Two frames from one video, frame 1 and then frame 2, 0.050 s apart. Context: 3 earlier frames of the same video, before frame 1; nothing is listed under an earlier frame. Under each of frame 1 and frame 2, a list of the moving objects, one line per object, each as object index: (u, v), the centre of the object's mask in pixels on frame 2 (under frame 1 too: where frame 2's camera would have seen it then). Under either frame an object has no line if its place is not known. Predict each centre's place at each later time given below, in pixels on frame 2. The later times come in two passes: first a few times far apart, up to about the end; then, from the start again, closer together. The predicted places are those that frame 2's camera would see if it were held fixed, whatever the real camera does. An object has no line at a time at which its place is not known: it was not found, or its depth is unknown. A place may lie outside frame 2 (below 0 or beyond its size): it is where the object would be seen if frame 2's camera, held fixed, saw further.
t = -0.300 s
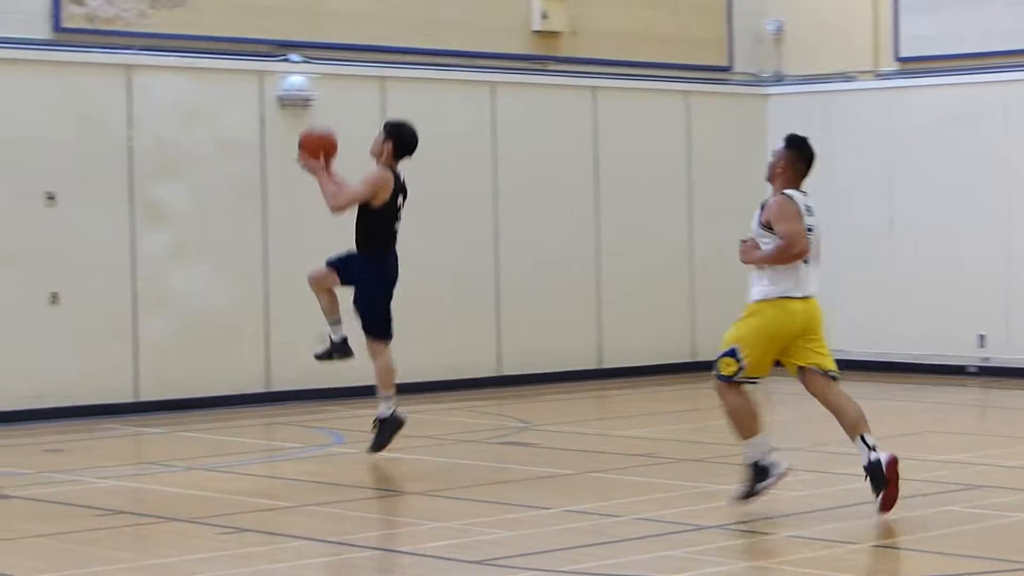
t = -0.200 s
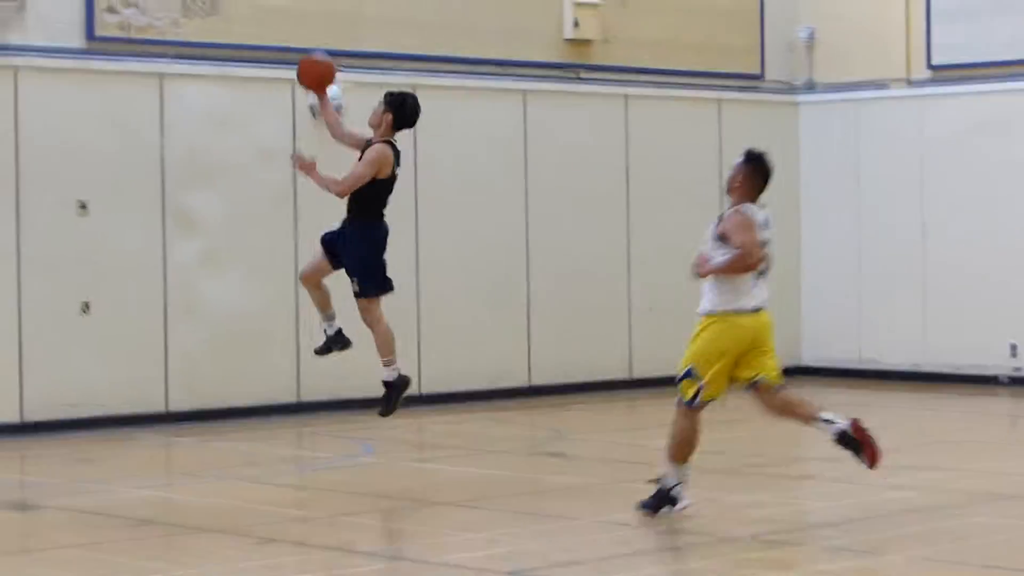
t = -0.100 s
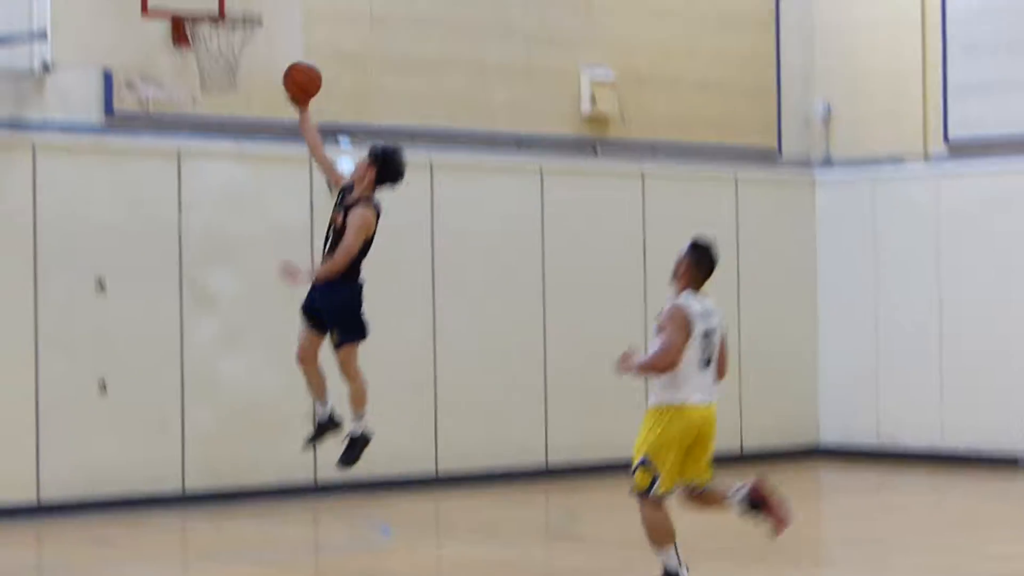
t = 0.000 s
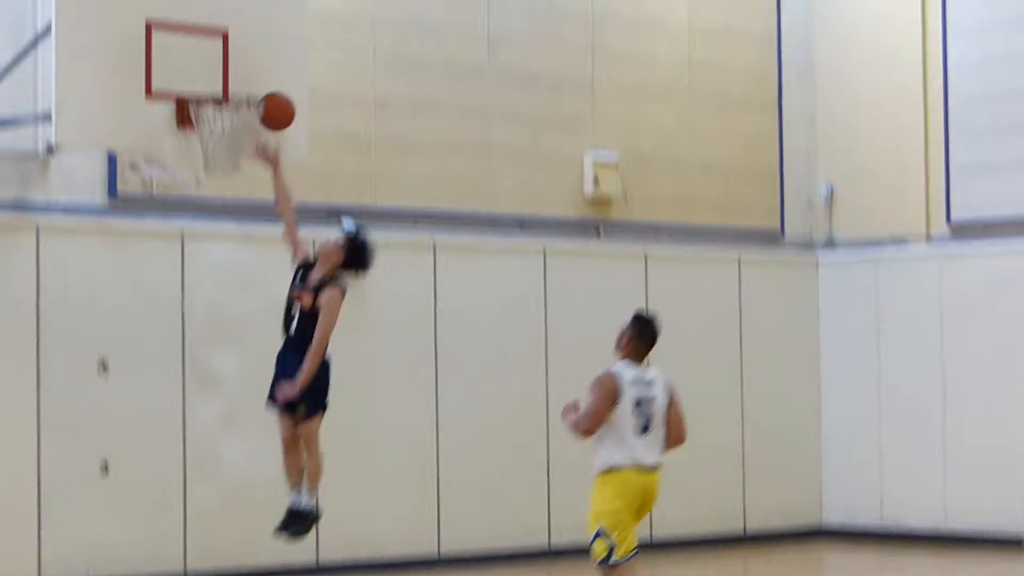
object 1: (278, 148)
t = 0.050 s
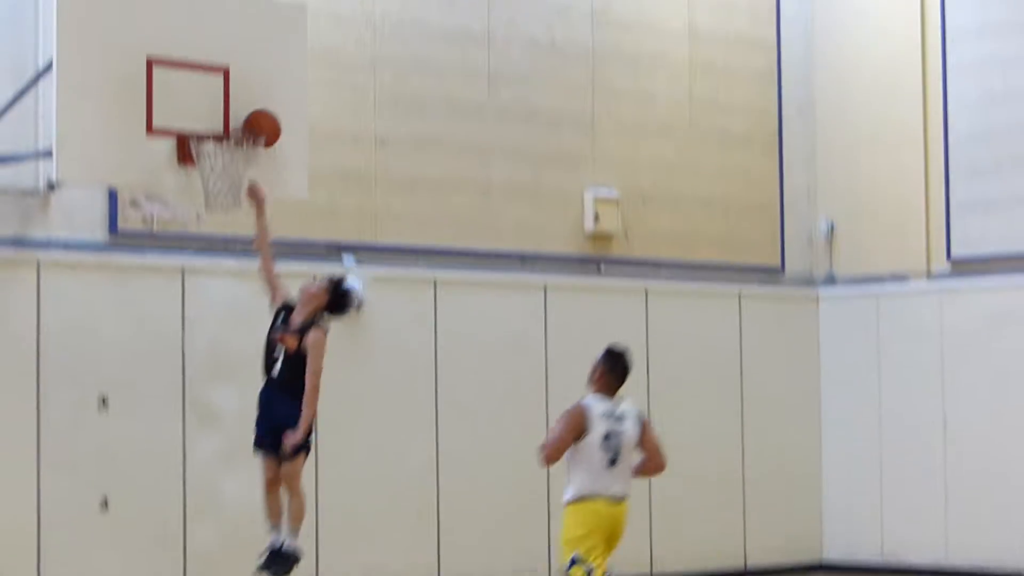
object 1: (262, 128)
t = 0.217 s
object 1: (253, 102)
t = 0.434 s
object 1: (248, 118)
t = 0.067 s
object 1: (256, 124)
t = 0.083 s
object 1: (252, 118)
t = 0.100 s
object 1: (252, 115)
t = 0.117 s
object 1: (252, 112)
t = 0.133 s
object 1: (252, 109)
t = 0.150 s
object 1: (252, 107)
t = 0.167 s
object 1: (252, 105)
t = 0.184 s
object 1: (252, 103)
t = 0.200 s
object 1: (252, 102)
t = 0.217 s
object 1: (253, 102)
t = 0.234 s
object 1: (253, 102)
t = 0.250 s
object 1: (253, 102)
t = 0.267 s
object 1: (253, 103)
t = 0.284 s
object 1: (253, 104)
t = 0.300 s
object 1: (253, 106)
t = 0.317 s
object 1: (253, 108)
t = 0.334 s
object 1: (254, 111)
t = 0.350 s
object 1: (254, 114)
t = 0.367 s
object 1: (254, 117)
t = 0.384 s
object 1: (254, 119)
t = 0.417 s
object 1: (250, 119)
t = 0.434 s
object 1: (248, 118)
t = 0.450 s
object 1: (247, 118)
